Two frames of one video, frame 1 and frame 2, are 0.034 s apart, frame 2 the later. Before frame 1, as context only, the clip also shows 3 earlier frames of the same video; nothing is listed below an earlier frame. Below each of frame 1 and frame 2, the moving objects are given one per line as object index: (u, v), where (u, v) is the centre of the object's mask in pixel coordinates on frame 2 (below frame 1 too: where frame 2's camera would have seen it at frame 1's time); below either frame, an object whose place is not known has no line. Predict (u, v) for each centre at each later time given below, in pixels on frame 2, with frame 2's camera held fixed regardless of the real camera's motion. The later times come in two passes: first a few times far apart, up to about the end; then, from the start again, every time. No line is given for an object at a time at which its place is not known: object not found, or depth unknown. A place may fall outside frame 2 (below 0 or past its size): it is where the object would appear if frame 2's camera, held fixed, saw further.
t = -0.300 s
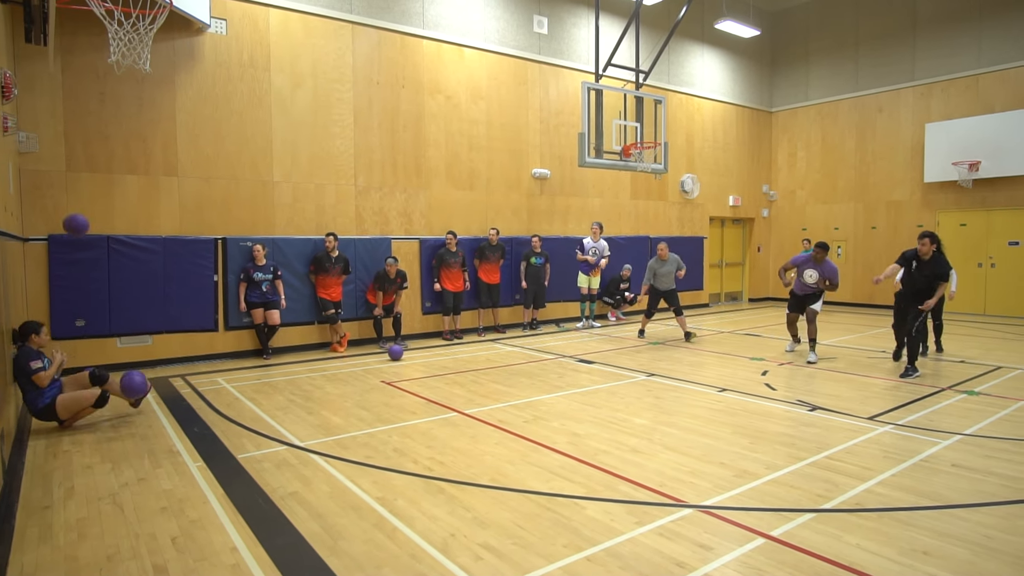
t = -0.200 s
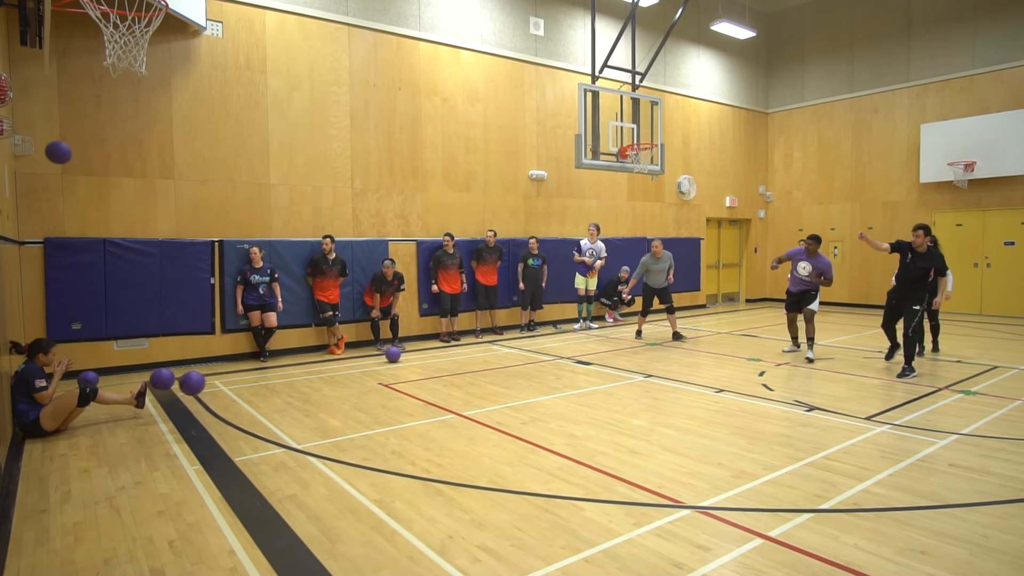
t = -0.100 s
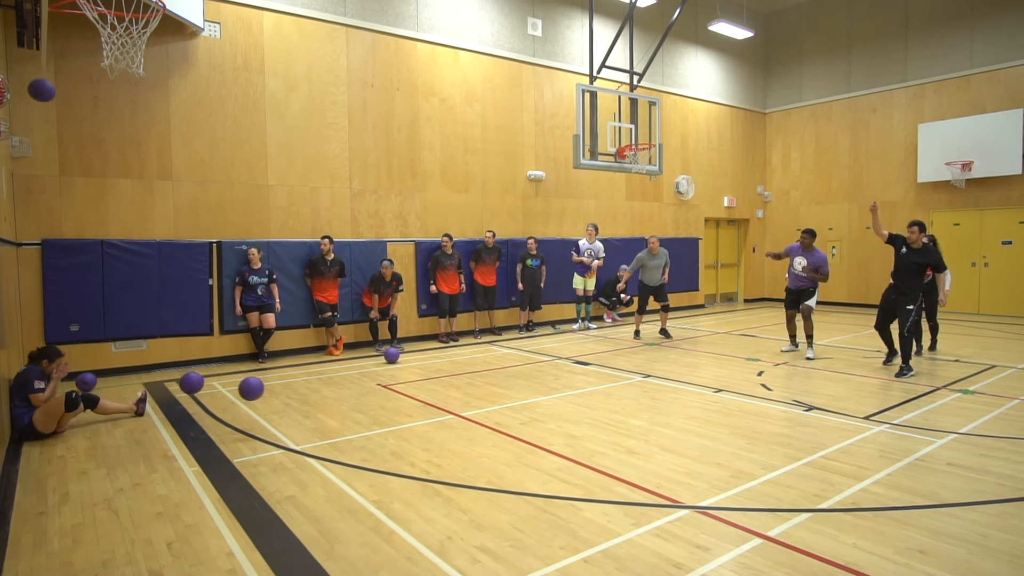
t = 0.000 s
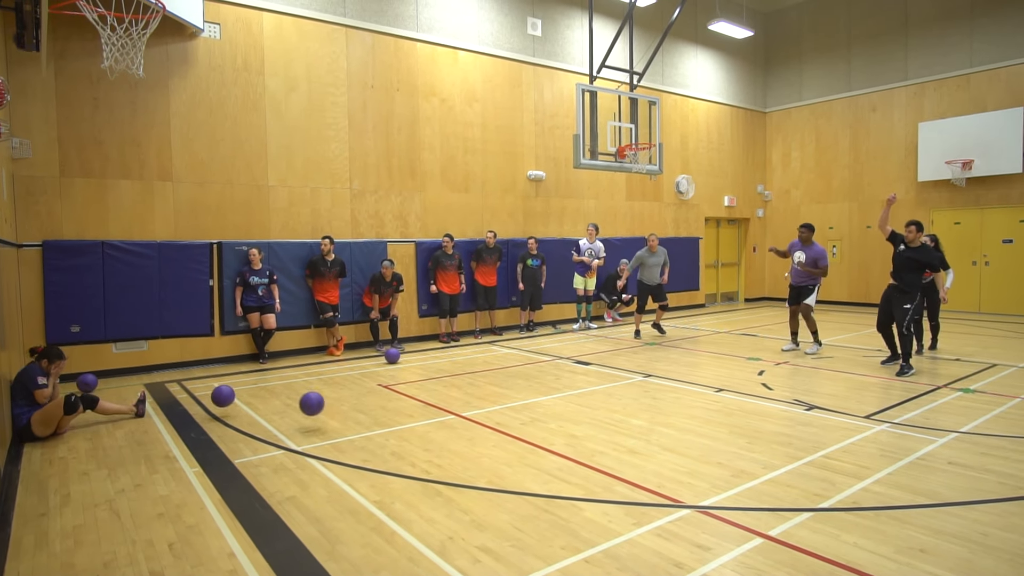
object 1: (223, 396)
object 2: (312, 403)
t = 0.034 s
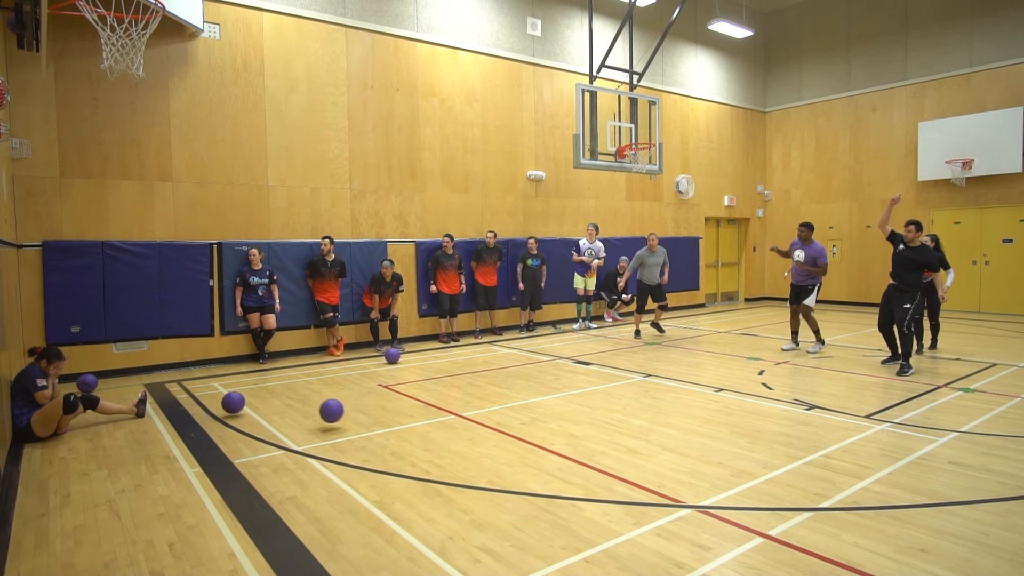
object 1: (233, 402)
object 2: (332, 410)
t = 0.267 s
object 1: (284, 394)
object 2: (418, 399)
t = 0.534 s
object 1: (339, 398)
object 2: (506, 405)
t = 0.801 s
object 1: (390, 398)
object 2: (589, 408)
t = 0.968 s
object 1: (421, 397)
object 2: (637, 408)
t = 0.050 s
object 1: (238, 406)
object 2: (341, 415)
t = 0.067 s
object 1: (242, 404)
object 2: (350, 417)
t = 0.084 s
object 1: (245, 402)
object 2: (356, 414)
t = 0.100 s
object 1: (249, 400)
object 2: (361, 411)
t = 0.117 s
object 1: (252, 398)
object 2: (367, 409)
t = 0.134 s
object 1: (256, 396)
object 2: (373, 406)
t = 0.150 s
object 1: (259, 395)
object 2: (378, 404)
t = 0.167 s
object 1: (263, 394)
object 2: (384, 403)
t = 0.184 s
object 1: (266, 394)
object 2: (390, 401)
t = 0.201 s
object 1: (270, 393)
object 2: (395, 400)
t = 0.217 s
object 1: (274, 393)
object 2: (401, 399)
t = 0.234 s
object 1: (277, 393)
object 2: (407, 399)
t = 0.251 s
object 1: (281, 394)
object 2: (412, 399)
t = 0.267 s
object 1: (284, 394)
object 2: (418, 399)
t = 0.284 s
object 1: (288, 396)
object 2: (424, 399)
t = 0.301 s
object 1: (291, 397)
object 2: (429, 400)
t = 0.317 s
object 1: (295, 398)
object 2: (435, 401)
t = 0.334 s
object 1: (298, 400)
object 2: (440, 402)
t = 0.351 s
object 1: (302, 403)
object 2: (446, 404)
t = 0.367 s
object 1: (305, 403)
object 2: (452, 406)
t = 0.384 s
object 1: (309, 401)
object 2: (457, 408)
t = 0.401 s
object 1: (312, 399)
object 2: (463, 411)
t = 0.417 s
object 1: (315, 398)
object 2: (468, 413)
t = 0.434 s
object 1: (319, 397)
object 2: (474, 412)
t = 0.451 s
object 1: (322, 397)
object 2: (479, 410)
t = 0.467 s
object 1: (326, 397)
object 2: (485, 409)
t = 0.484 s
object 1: (329, 397)
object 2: (490, 407)
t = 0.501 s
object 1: (332, 397)
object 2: (495, 406)
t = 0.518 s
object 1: (335, 397)
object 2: (501, 405)
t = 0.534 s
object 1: (339, 398)
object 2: (506, 405)
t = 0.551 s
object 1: (342, 400)
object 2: (511, 405)
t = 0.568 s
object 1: (345, 401)
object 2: (517, 405)
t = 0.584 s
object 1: (349, 400)
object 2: (522, 406)
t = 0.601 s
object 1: (352, 399)
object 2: (527, 406)
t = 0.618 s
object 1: (355, 398)
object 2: (533, 408)
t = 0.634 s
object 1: (359, 398)
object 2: (538, 409)
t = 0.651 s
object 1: (362, 398)
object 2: (543, 411)
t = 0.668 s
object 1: (365, 398)
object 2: (548, 410)
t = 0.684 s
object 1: (368, 399)
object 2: (553, 409)
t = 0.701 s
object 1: (371, 399)
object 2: (558, 408)
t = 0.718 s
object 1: (375, 399)
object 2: (564, 407)
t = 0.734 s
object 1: (378, 398)
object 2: (568, 407)
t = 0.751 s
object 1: (381, 398)
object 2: (574, 406)
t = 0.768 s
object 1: (384, 398)
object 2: (579, 407)
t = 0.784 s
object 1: (387, 398)
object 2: (584, 407)
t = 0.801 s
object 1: (390, 398)
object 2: (589, 408)
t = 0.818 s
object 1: (393, 398)
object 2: (594, 409)
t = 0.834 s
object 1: (396, 398)
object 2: (599, 409)
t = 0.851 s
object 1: (399, 397)
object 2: (603, 408)
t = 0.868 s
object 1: (402, 397)
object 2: (608, 407)
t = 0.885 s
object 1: (405, 398)
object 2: (613, 407)
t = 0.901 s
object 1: (408, 398)
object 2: (618, 406)
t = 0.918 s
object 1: (412, 397)
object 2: (623, 406)
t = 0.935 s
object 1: (414, 397)
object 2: (628, 407)
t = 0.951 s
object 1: (417, 397)
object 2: (632, 407)
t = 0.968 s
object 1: (421, 397)
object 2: (637, 408)
